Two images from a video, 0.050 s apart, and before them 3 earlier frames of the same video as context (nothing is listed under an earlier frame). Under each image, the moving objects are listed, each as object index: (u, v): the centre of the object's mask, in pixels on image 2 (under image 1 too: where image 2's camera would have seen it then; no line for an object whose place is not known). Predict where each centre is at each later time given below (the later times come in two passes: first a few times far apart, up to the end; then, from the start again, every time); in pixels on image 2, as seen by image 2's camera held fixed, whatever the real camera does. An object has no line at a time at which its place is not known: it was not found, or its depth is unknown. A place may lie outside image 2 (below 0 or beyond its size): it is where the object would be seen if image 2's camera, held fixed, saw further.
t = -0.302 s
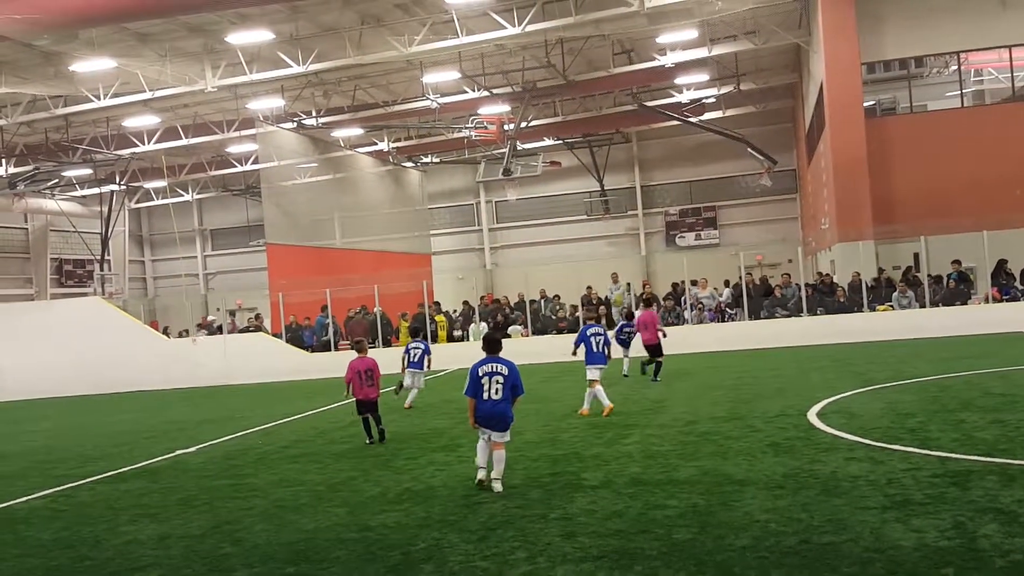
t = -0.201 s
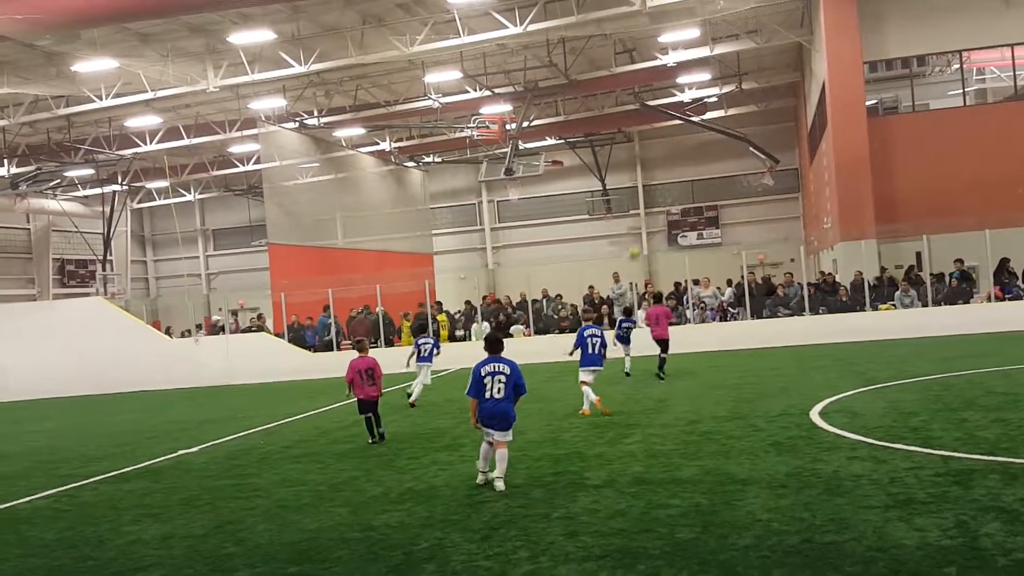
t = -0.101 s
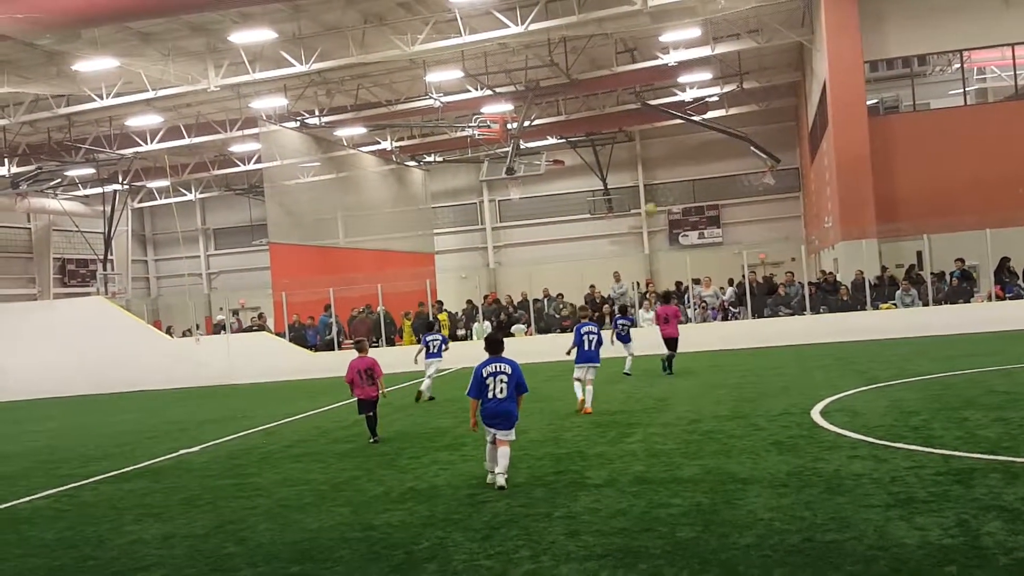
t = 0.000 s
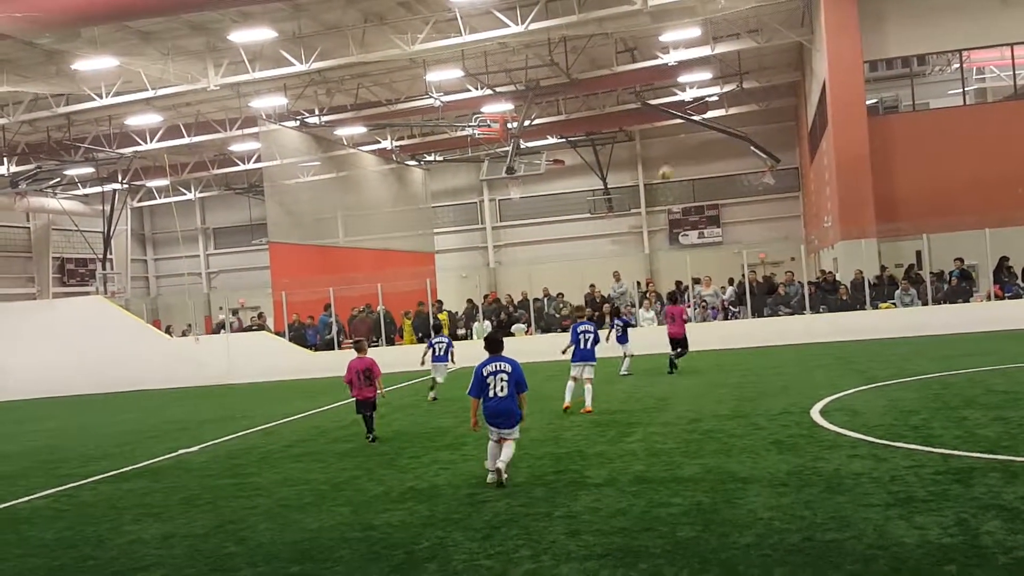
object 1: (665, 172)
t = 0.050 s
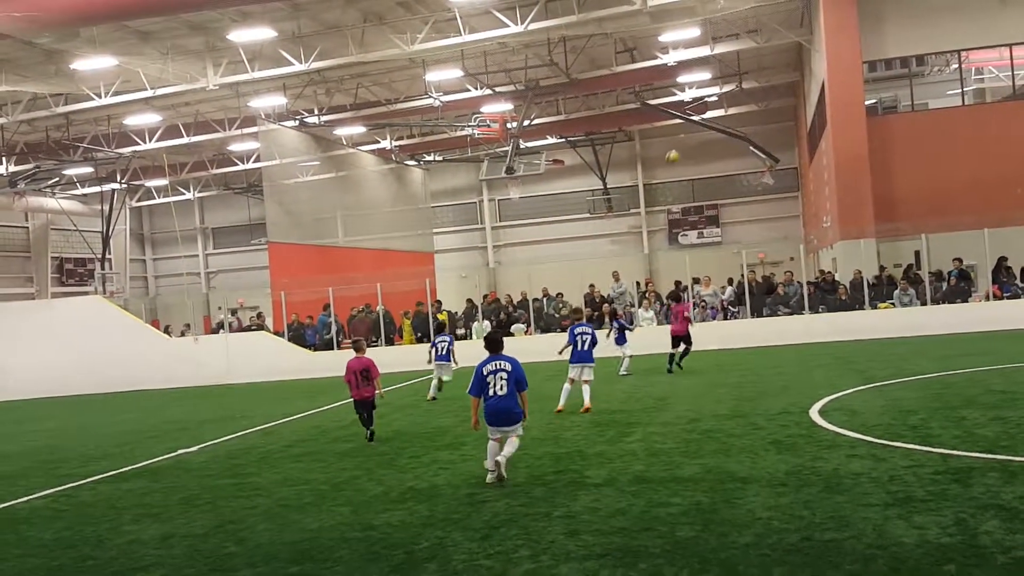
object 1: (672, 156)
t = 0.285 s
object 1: (712, 99)
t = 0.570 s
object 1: (763, 64)
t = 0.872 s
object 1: (822, 80)
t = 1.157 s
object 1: (885, 142)
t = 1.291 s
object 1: (916, 191)
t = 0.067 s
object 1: (675, 151)
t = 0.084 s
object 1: (677, 146)
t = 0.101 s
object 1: (680, 141)
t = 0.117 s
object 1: (683, 137)
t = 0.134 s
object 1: (686, 133)
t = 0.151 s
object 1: (689, 129)
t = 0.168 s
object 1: (691, 124)
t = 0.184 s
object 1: (694, 120)
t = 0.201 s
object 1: (697, 116)
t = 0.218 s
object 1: (700, 111)
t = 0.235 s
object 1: (702, 109)
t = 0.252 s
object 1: (704, 108)
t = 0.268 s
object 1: (706, 106)
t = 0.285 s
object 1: (712, 99)
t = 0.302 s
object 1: (716, 96)
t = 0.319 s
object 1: (717, 92)
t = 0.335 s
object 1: (721, 89)
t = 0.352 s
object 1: (723, 86)
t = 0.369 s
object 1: (726, 83)
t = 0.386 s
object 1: (729, 81)
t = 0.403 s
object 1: (732, 79)
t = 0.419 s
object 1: (735, 76)
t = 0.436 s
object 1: (738, 74)
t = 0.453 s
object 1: (741, 72)
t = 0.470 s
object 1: (744, 71)
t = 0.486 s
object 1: (747, 69)
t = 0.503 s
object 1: (750, 68)
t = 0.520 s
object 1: (753, 67)
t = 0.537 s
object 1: (756, 66)
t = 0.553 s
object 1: (759, 65)
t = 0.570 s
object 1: (763, 64)
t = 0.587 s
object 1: (766, 64)
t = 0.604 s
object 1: (769, 63)
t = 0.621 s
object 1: (772, 63)
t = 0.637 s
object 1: (775, 63)
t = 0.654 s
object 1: (778, 63)
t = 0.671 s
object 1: (781, 63)
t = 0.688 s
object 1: (785, 63)
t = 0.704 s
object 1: (788, 63)
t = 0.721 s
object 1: (791, 64)
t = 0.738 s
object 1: (794, 66)
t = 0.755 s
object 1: (799, 67)
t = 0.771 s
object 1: (801, 68)
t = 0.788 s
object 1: (805, 69)
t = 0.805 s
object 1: (808, 71)
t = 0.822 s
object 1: (811, 73)
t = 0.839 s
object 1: (815, 75)
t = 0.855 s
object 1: (819, 76)
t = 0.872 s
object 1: (822, 80)
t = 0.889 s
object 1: (826, 82)
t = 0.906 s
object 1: (829, 84)
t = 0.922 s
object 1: (833, 87)
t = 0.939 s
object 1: (836, 90)
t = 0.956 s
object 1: (840, 93)
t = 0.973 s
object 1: (844, 96)
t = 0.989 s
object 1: (848, 99)
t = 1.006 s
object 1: (851, 103)
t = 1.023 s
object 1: (855, 107)
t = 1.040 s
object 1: (859, 111)
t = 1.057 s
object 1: (862, 115)
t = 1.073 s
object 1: (866, 119)
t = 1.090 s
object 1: (870, 123)
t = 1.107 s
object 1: (874, 128)
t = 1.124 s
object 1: (878, 131)
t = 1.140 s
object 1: (881, 137)
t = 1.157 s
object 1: (885, 142)
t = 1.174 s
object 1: (889, 148)
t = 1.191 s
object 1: (892, 154)
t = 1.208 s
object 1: (897, 159)
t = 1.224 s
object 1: (901, 166)
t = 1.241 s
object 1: (905, 172)
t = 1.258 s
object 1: (909, 178)
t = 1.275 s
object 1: (912, 184)
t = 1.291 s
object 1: (916, 191)
